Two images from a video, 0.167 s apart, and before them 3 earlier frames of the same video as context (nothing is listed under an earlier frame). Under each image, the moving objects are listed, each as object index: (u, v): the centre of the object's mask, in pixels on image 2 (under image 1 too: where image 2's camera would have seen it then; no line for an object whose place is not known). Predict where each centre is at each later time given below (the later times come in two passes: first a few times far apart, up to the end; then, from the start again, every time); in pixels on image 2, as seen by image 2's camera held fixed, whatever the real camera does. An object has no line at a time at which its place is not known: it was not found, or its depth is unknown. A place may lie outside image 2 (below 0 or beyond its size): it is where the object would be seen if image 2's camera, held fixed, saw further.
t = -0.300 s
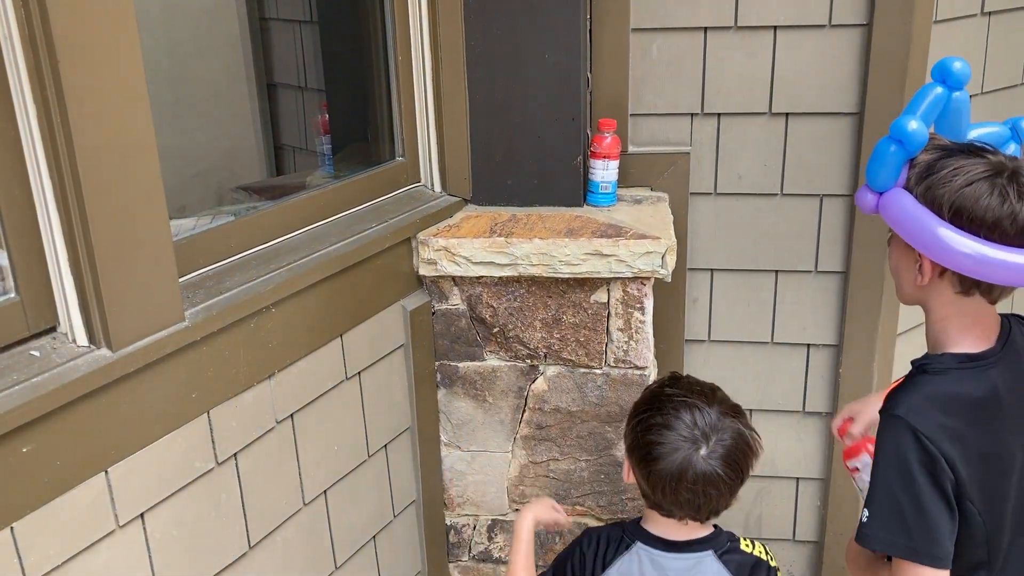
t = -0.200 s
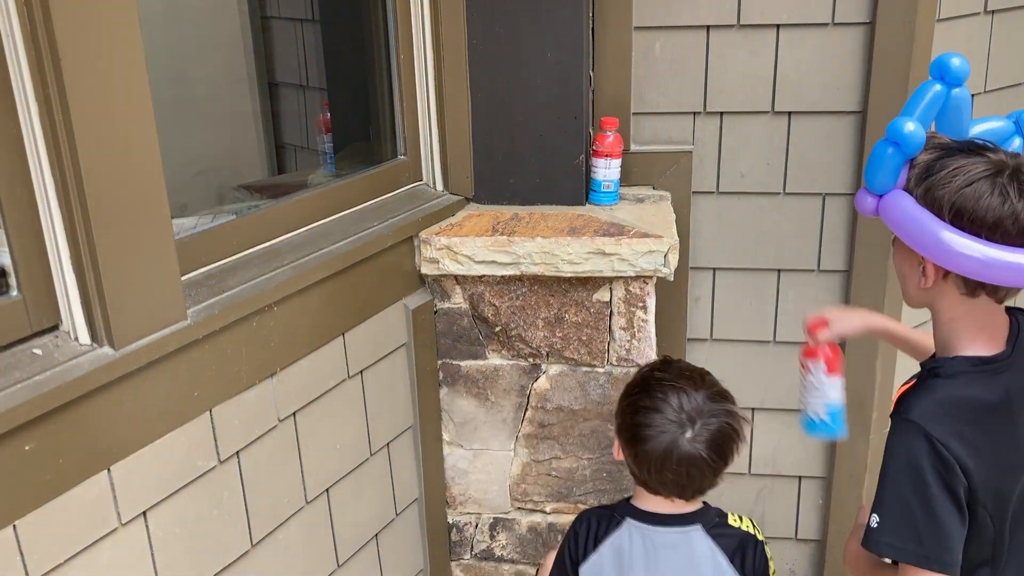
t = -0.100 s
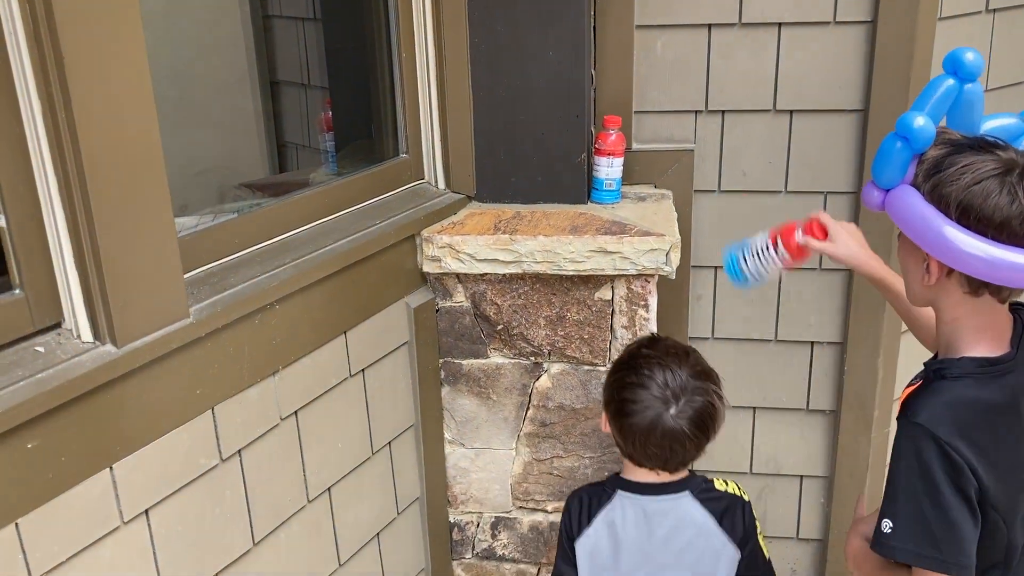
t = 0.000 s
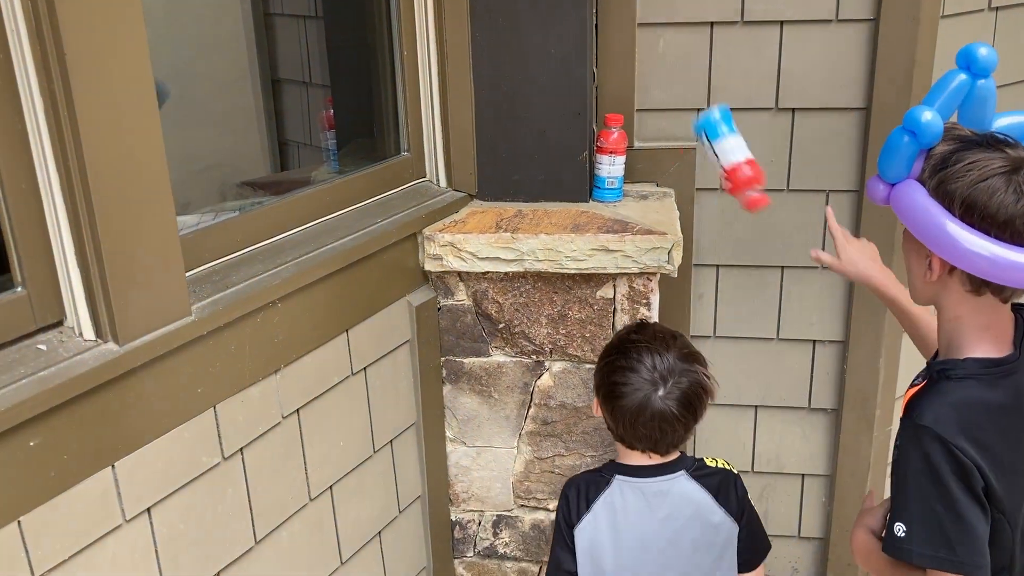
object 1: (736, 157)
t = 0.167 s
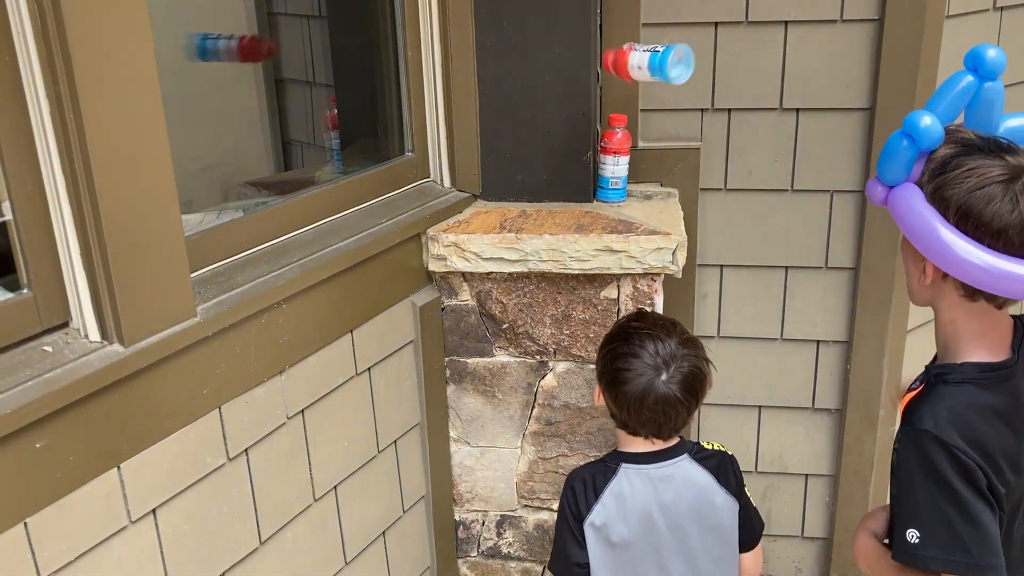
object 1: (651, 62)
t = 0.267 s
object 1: (621, 72)
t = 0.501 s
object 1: (595, 197)
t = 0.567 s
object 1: (595, 201)
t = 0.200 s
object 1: (640, 60)
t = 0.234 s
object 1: (629, 63)
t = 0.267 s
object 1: (621, 72)
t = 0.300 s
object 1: (614, 88)
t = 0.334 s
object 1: (607, 114)
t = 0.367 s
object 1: (600, 145)
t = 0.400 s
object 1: (595, 177)
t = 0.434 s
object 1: (597, 187)
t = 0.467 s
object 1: (596, 198)
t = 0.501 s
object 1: (595, 197)
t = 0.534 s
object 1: (596, 200)
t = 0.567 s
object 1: (595, 201)
